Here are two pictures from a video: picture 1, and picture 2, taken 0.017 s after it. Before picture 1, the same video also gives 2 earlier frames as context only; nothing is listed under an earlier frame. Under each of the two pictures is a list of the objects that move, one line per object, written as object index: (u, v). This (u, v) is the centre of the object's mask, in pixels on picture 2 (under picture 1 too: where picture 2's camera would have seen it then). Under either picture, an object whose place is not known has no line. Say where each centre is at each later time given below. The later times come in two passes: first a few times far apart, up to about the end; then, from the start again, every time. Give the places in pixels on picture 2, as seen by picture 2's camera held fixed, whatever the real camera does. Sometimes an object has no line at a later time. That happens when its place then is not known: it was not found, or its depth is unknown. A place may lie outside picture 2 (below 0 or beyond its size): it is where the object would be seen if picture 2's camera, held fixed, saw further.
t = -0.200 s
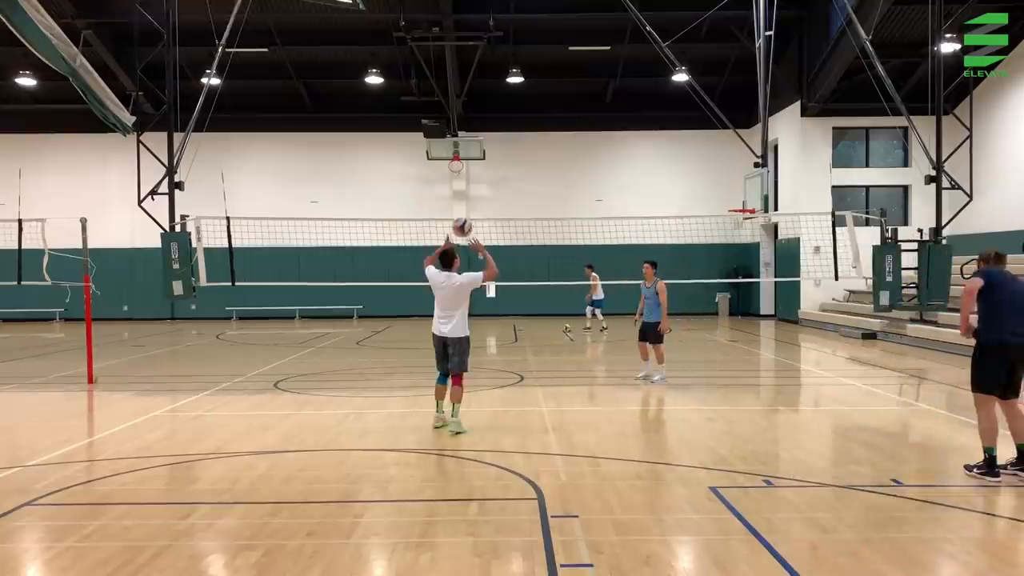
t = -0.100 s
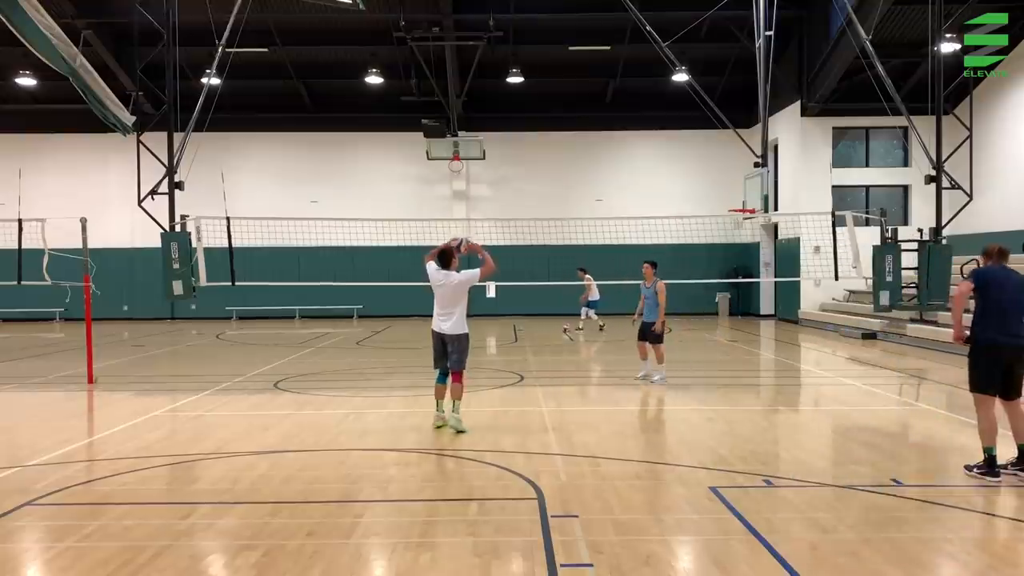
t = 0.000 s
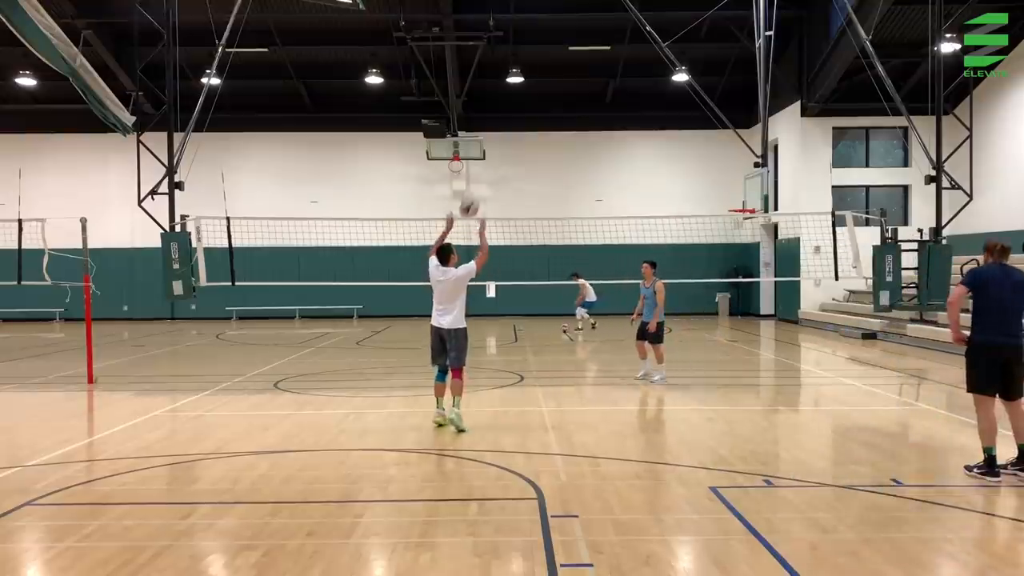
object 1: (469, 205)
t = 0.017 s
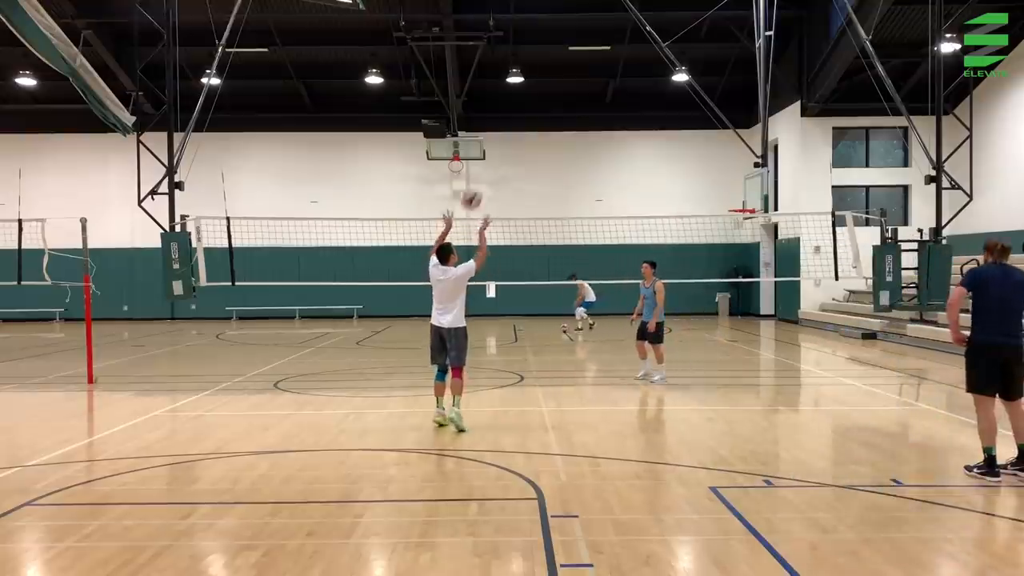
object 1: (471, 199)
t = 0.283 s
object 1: (512, 106)
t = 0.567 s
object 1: (550, 85)
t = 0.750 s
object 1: (571, 106)
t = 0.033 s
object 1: (475, 191)
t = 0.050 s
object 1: (477, 184)
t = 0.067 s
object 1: (480, 176)
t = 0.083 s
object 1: (482, 170)
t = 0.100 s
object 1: (485, 162)
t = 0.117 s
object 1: (488, 156)
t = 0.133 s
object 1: (490, 150)
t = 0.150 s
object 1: (492, 145)
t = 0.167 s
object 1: (494, 135)
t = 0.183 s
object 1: (497, 130)
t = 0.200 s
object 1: (500, 125)
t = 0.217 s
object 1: (502, 122)
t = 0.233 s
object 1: (505, 117)
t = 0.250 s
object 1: (507, 114)
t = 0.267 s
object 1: (510, 110)
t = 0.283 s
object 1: (512, 106)
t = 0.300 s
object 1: (514, 103)
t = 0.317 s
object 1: (516, 100)
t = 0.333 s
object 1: (519, 97)
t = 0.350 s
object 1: (521, 95)
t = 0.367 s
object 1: (523, 93)
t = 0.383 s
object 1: (526, 91)
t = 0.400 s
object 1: (528, 89)
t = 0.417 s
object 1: (530, 88)
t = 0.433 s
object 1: (532, 87)
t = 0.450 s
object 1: (534, 86)
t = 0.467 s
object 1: (537, 85)
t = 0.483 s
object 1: (539, 85)
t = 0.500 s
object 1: (541, 84)
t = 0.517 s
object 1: (543, 84)
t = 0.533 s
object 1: (545, 84)
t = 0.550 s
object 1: (547, 85)
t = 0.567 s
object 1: (550, 85)
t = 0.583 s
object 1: (552, 86)
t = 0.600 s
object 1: (554, 87)
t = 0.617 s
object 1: (555, 89)
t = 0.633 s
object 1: (557, 90)
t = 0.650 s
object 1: (559, 92)
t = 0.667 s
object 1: (561, 94)
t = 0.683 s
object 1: (563, 96)
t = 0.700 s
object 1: (565, 98)
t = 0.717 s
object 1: (567, 101)
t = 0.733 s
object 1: (569, 103)
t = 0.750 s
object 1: (571, 106)
